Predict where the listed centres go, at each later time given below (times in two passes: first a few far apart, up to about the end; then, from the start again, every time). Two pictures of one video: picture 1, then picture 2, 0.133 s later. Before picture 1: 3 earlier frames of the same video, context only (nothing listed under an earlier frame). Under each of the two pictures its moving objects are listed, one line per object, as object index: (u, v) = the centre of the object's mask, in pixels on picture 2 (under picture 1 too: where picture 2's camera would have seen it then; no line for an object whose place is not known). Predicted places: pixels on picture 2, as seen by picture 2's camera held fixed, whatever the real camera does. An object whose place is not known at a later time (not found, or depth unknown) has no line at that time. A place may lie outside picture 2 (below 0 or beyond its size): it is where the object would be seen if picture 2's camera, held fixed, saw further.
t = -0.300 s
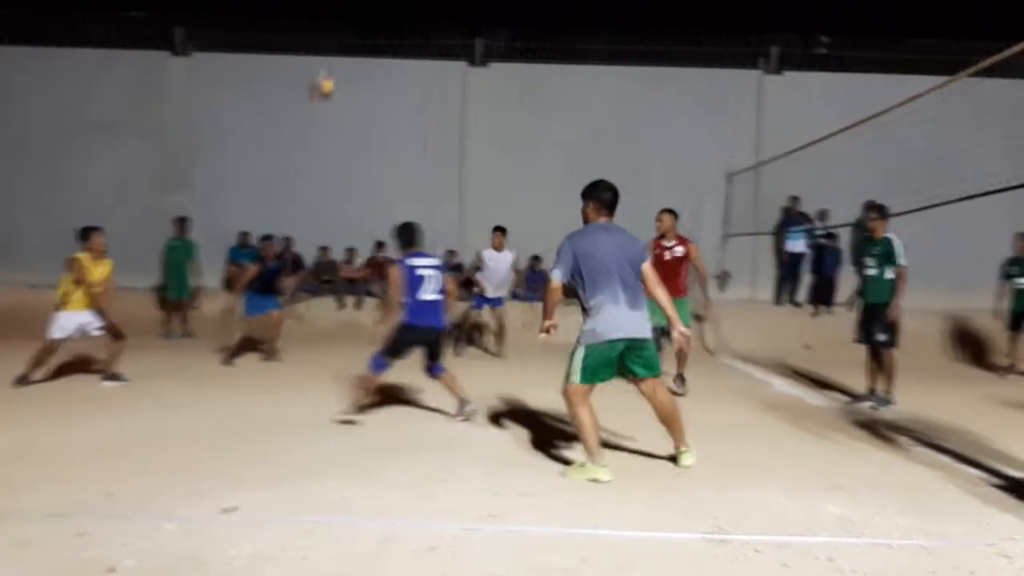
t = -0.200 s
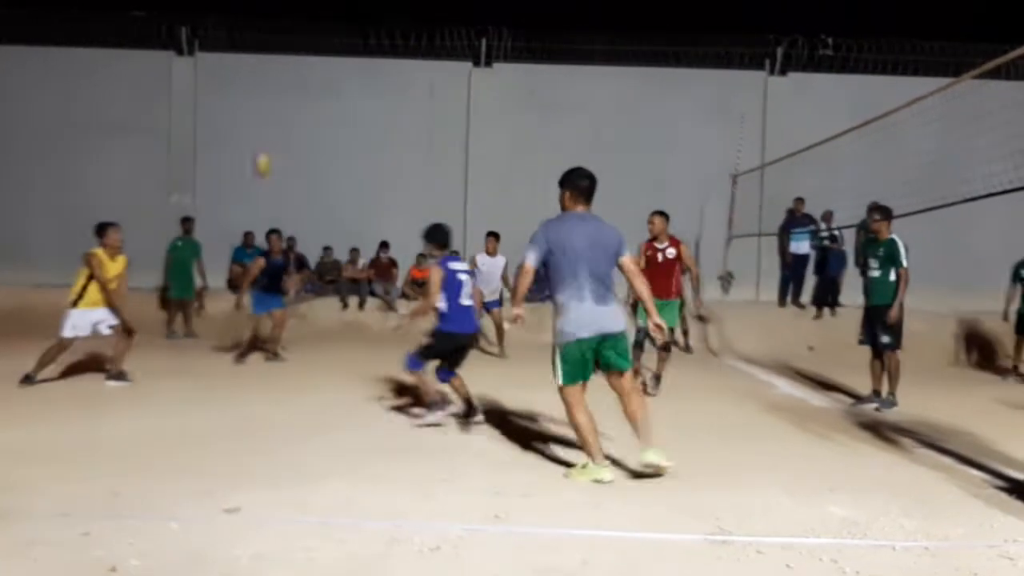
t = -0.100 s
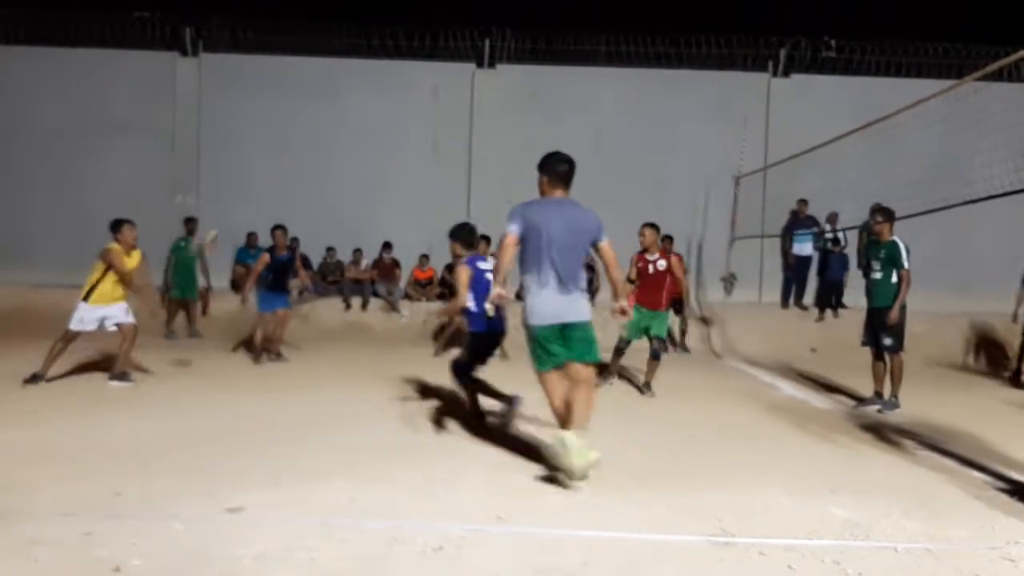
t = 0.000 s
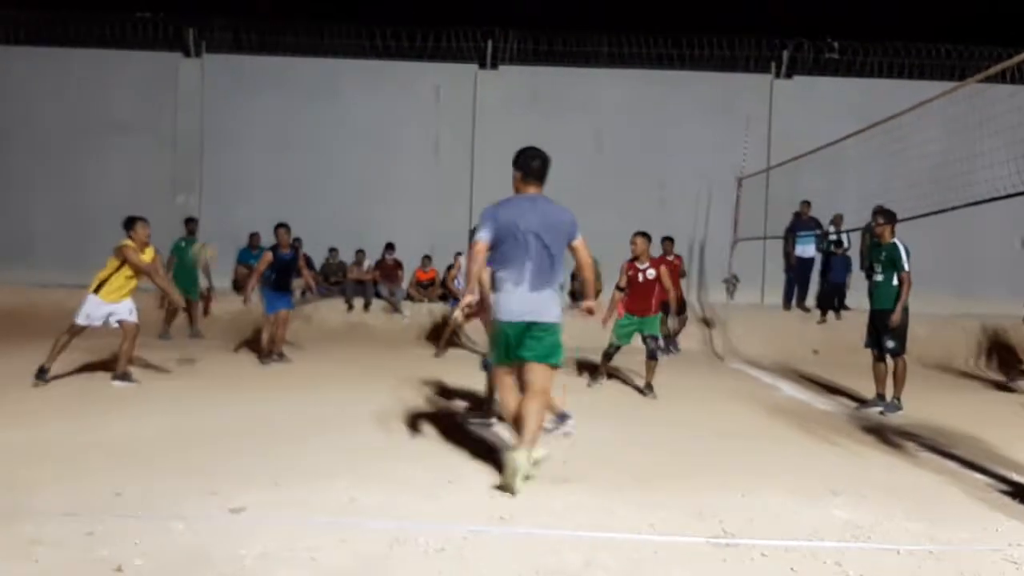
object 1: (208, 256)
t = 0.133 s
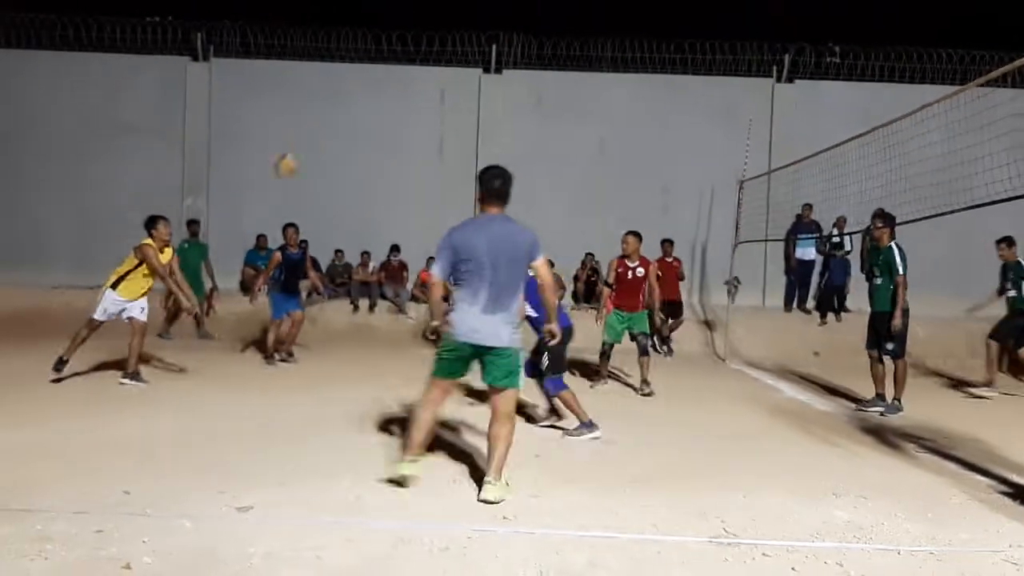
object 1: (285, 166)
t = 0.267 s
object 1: (354, 96)
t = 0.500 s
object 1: (475, 23)
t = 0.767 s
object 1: (607, 17)
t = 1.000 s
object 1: (712, 72)
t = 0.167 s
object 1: (305, 143)
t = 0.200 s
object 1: (322, 127)
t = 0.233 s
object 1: (336, 112)
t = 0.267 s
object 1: (354, 96)
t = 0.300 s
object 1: (374, 82)
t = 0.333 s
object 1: (390, 66)
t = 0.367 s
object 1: (407, 55)
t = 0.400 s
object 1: (424, 46)
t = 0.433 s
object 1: (441, 36)
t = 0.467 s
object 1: (458, 29)
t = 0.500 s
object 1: (475, 23)
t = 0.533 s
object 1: (492, 18)
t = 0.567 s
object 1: (508, 14)
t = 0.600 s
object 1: (525, 11)
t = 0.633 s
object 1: (542, 10)
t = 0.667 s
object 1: (558, 10)
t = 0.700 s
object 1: (573, 11)
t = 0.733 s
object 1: (590, 13)
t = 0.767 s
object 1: (607, 17)
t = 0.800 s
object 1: (623, 22)
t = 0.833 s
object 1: (637, 27)
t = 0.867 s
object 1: (654, 35)
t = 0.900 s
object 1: (668, 42)
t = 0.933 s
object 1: (684, 51)
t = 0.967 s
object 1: (698, 62)
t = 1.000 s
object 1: (712, 72)
